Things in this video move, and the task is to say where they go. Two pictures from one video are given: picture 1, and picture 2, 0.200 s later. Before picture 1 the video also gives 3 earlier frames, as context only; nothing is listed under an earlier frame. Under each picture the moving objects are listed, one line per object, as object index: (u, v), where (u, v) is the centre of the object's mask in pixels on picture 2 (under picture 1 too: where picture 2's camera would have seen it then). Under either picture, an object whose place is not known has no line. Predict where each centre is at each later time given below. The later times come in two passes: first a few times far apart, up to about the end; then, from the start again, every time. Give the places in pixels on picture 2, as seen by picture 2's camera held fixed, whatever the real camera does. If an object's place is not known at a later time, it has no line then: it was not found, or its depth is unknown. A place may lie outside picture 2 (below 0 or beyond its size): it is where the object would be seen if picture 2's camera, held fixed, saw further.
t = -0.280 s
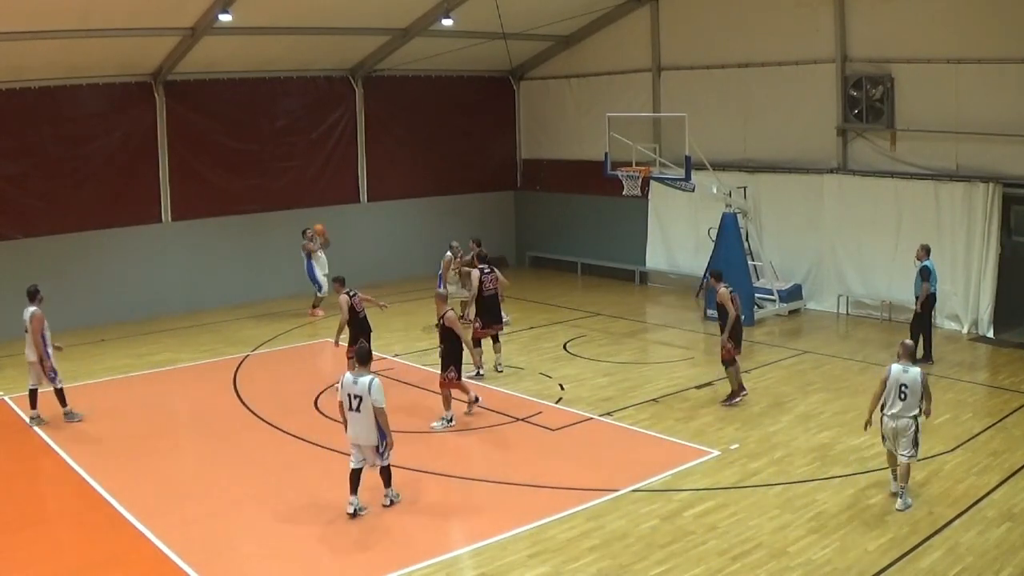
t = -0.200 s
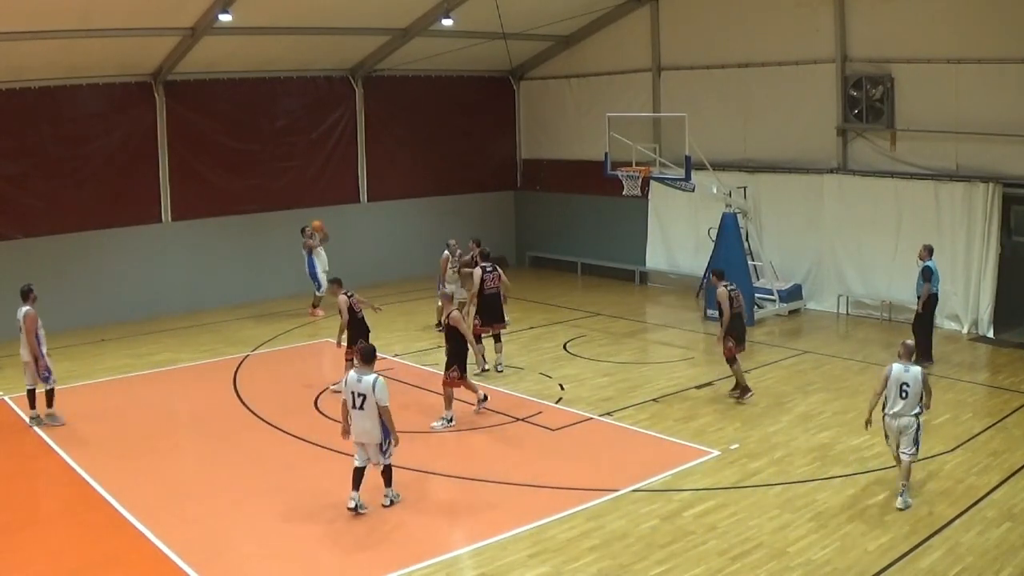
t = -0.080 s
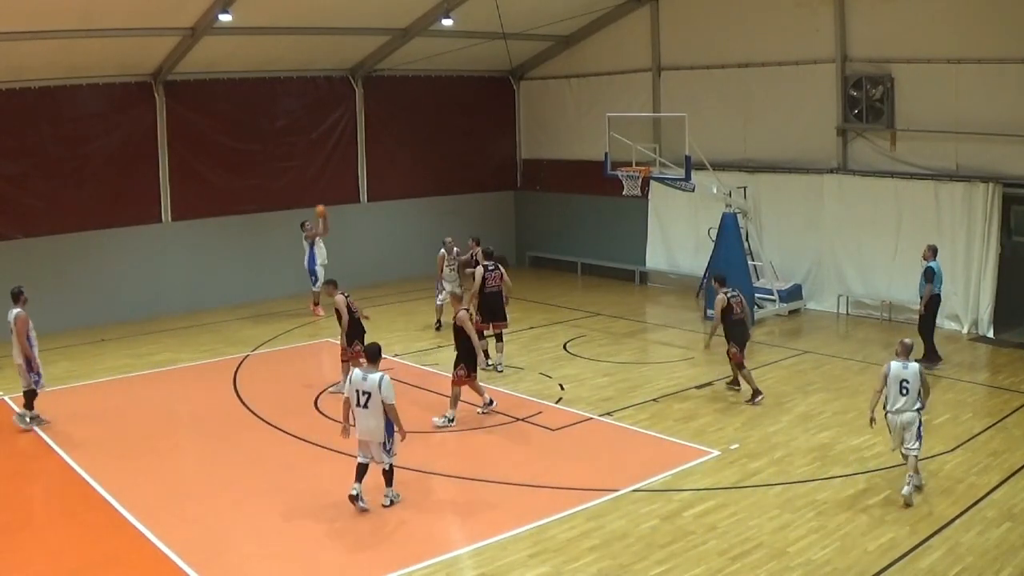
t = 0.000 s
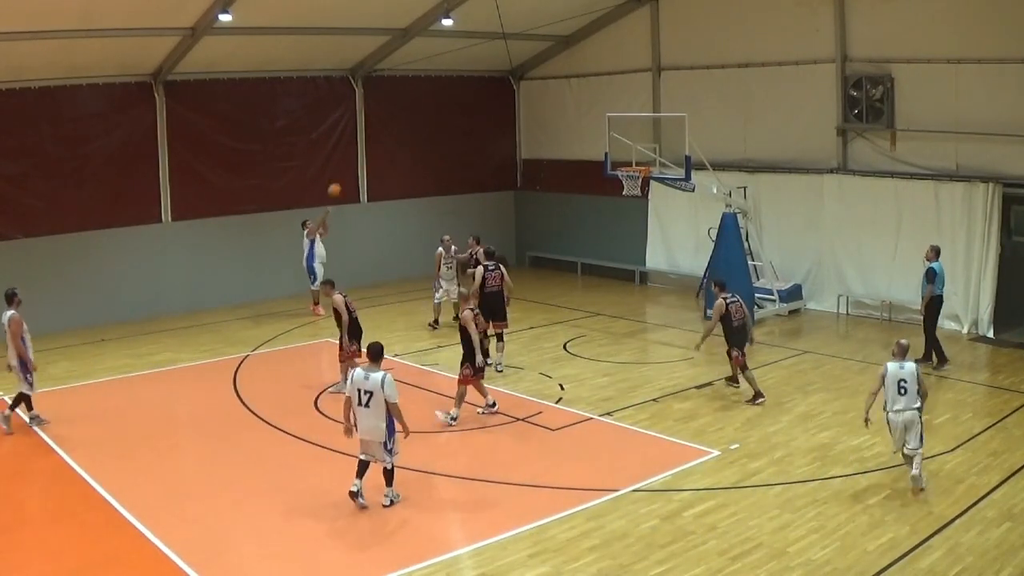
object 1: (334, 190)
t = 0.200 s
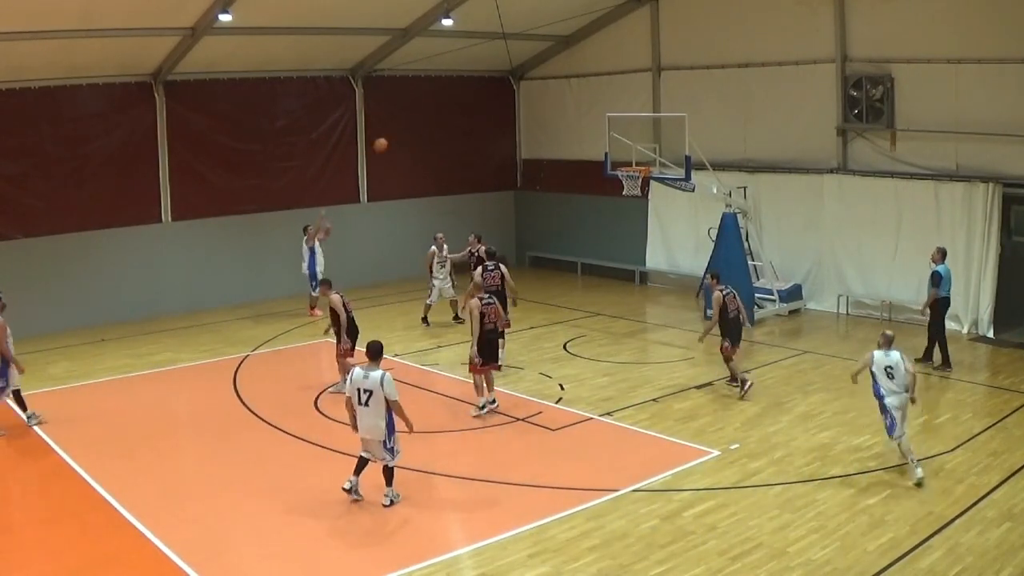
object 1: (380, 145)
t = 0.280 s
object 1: (400, 131)
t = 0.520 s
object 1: (461, 108)
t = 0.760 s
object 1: (528, 112)
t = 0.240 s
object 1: (390, 136)
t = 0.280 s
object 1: (400, 131)
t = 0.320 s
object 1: (410, 125)
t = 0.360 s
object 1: (420, 120)
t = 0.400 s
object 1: (430, 116)
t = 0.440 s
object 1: (440, 112)
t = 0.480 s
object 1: (451, 110)
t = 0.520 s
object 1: (461, 108)
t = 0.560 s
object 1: (472, 107)
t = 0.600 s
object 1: (482, 107)
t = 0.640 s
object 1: (493, 107)
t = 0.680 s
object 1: (505, 109)
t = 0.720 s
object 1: (516, 111)
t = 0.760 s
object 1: (528, 112)
